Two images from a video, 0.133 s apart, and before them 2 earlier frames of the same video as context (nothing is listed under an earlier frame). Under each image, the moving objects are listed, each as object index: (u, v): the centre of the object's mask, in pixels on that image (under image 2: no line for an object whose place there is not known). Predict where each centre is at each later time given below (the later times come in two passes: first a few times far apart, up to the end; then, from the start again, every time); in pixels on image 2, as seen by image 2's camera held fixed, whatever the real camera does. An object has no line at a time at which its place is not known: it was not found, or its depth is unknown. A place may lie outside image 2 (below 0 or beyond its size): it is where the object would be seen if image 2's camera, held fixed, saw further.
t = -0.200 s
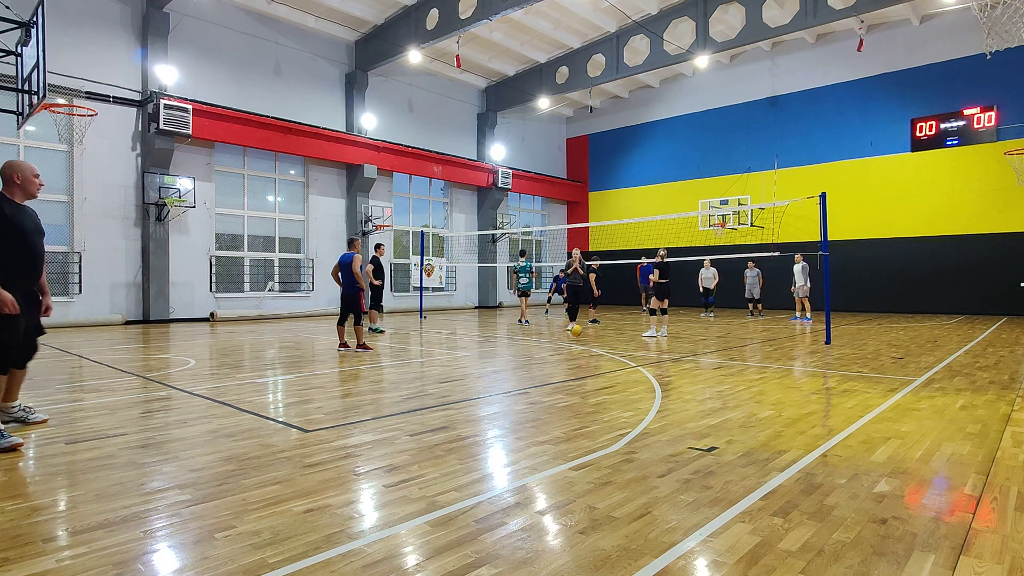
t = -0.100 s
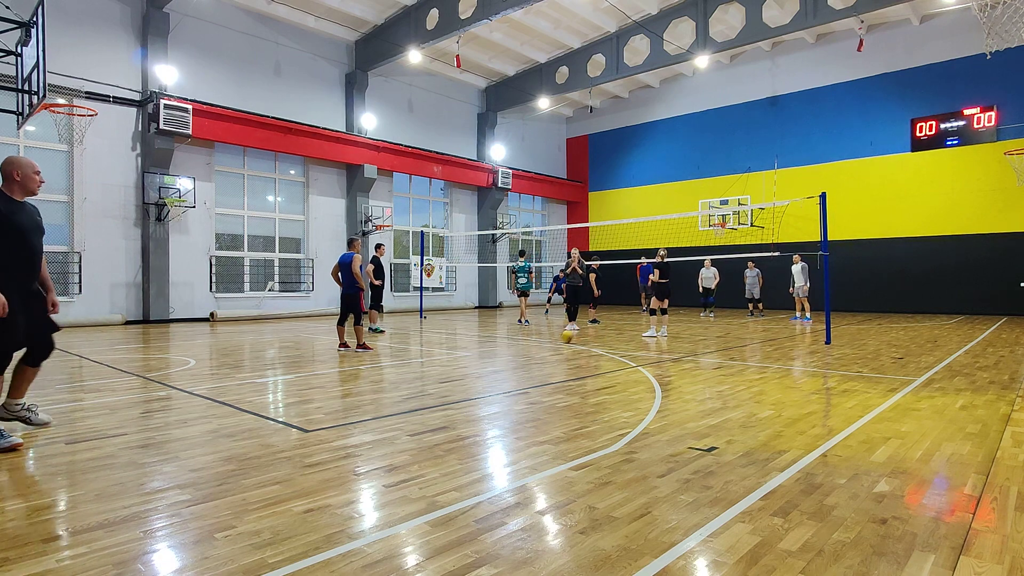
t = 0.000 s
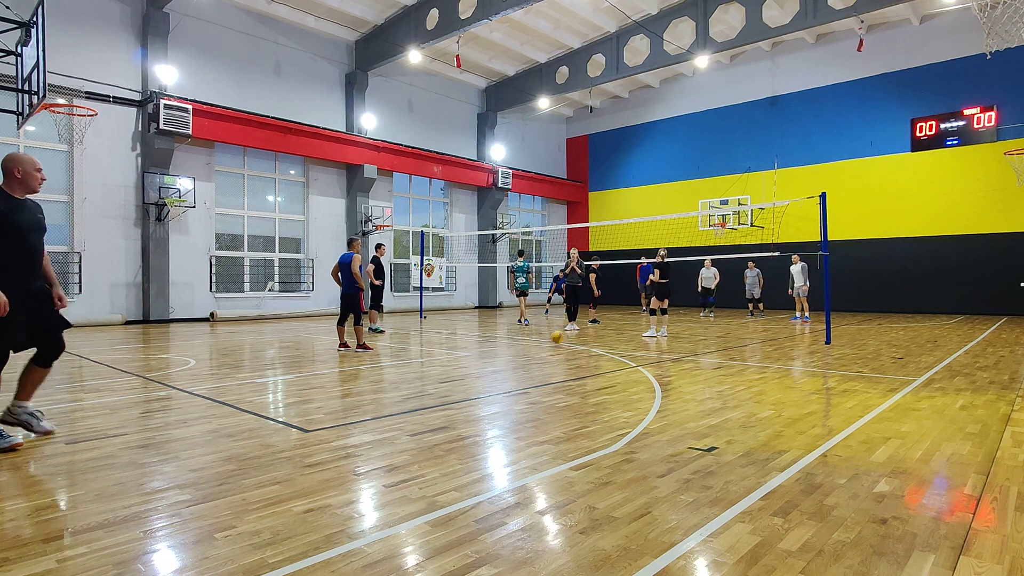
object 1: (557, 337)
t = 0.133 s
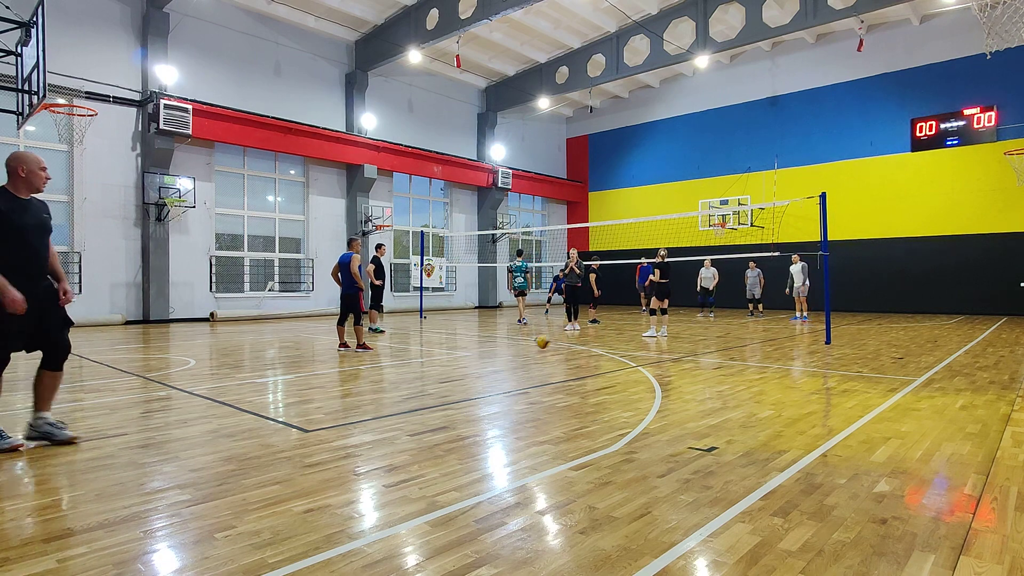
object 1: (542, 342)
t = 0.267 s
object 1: (526, 348)
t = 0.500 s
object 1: (492, 358)
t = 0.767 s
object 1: (439, 374)
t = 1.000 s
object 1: (374, 394)
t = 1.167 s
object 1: (310, 413)
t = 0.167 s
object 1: (539, 342)
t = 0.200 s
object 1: (535, 344)
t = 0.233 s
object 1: (531, 347)
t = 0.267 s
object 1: (526, 348)
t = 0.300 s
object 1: (522, 349)
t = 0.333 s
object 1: (517, 349)
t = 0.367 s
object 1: (513, 351)
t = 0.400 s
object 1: (508, 354)
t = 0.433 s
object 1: (503, 355)
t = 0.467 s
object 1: (497, 356)
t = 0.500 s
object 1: (492, 358)
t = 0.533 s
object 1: (486, 360)
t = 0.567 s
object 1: (481, 361)
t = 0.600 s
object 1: (474, 363)
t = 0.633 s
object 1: (468, 366)
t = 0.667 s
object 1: (461, 367)
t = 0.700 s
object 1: (455, 370)
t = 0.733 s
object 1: (446, 373)
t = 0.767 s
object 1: (439, 374)
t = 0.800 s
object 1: (432, 377)
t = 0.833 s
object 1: (423, 380)
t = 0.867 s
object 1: (414, 382)
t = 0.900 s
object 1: (405, 385)
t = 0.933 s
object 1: (396, 387)
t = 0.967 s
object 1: (385, 391)
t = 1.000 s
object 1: (374, 394)
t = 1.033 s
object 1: (363, 396)
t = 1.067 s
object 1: (350, 401)
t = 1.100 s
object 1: (338, 404)
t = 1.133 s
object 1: (325, 408)
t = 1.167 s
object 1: (310, 413)
